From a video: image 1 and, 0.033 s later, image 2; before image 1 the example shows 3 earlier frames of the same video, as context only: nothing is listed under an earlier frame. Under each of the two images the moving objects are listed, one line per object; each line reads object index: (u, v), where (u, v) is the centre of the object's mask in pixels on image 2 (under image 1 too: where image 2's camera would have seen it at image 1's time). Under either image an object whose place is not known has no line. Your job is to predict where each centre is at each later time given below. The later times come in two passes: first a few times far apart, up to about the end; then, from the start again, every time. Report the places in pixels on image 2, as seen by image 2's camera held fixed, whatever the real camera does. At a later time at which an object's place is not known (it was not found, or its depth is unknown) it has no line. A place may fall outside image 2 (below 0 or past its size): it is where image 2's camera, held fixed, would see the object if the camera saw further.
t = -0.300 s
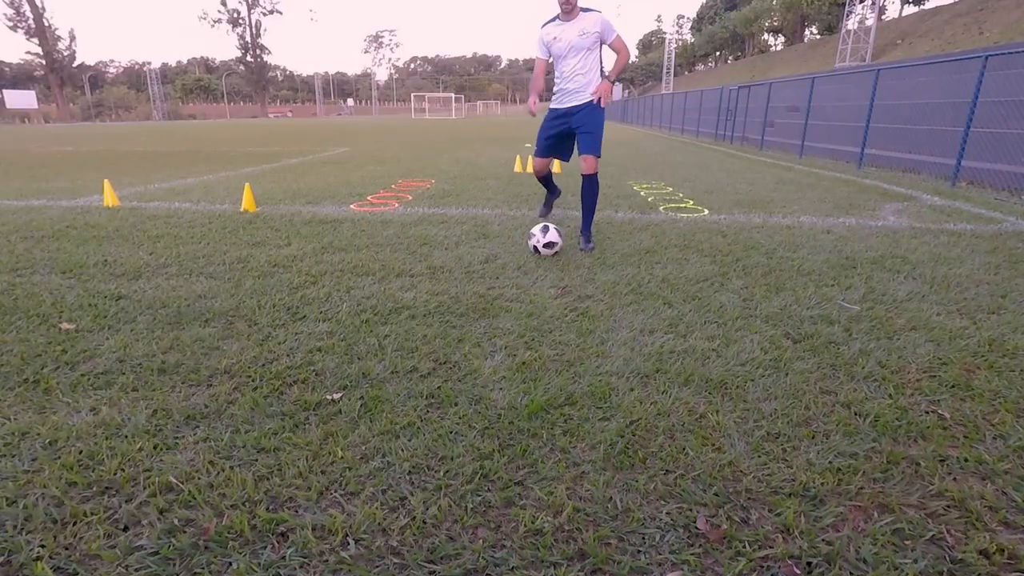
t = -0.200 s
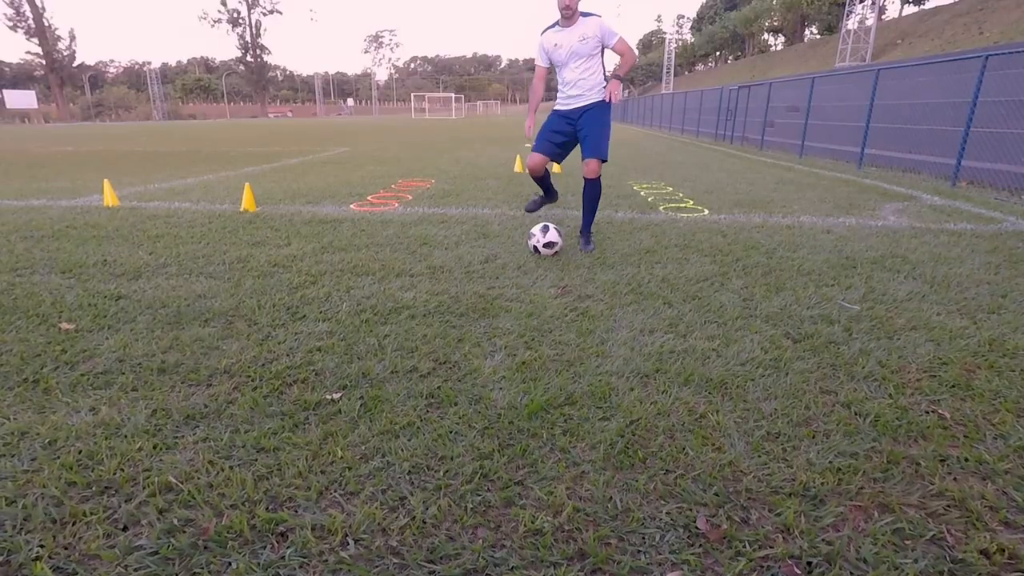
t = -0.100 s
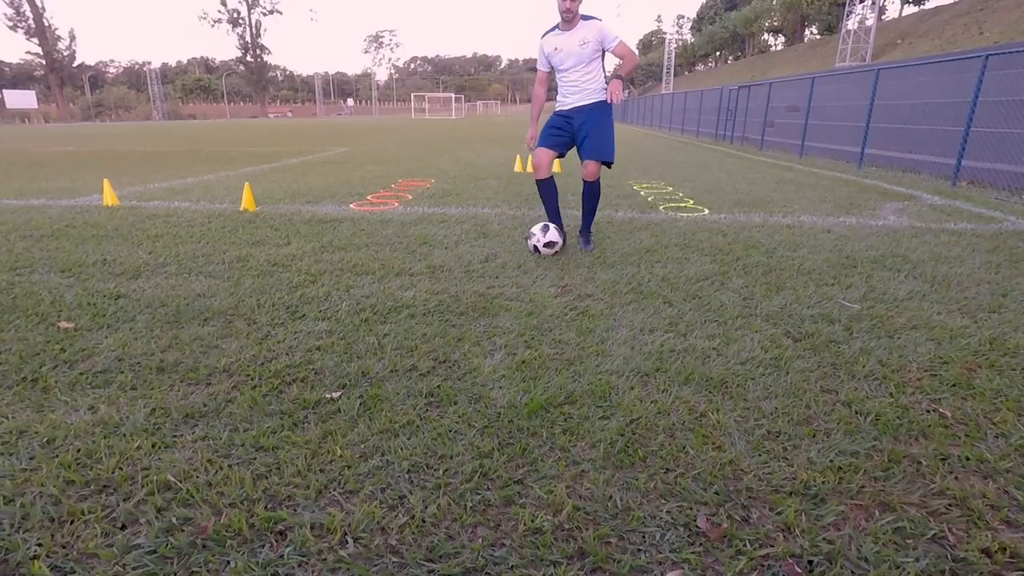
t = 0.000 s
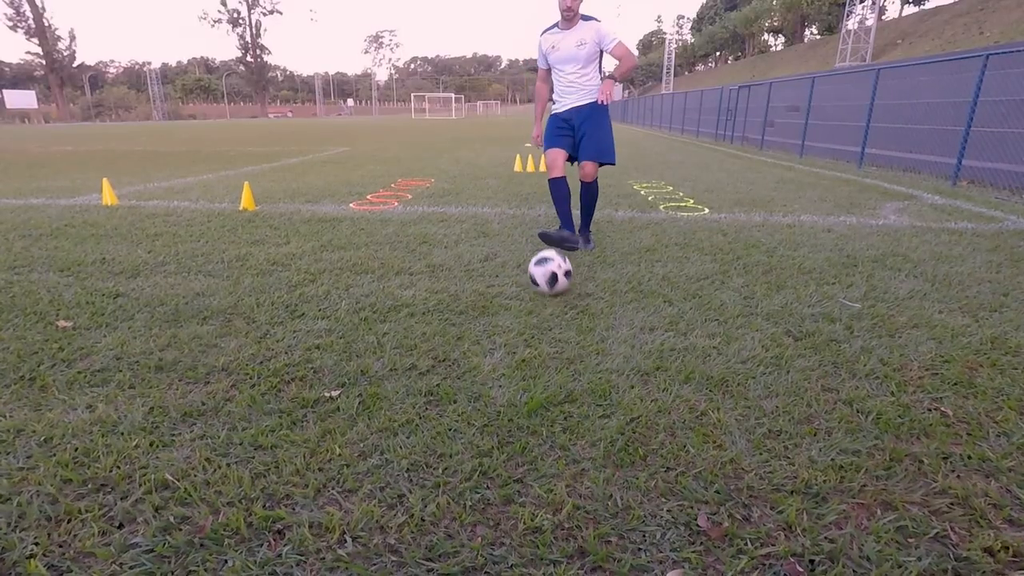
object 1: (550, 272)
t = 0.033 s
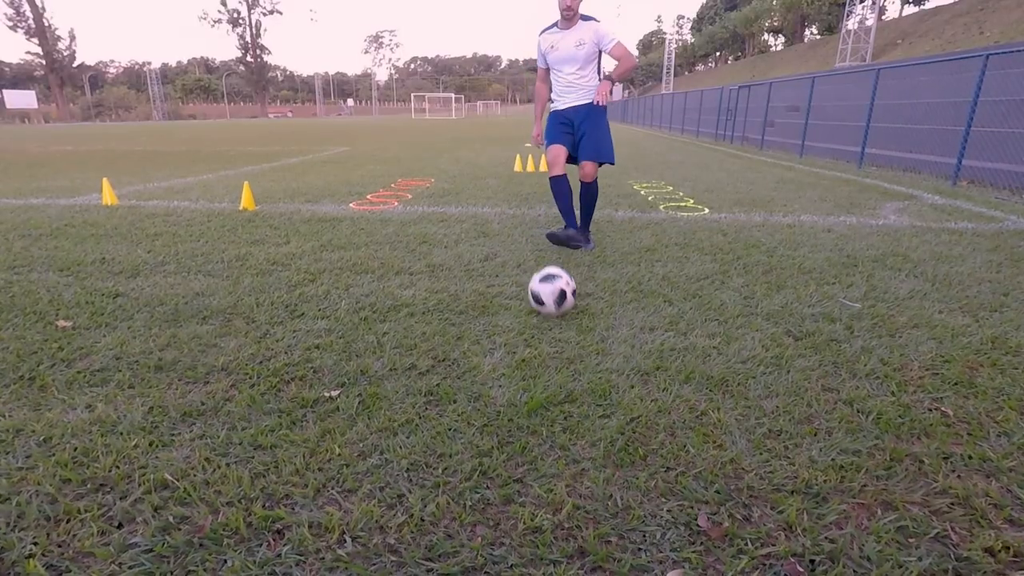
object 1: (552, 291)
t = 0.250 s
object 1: (590, 510)
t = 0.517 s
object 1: (545, 353)
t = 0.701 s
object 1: (525, 311)
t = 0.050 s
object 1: (553, 301)
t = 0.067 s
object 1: (555, 309)
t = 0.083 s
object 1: (557, 316)
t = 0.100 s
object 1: (558, 323)
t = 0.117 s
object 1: (560, 333)
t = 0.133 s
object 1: (563, 344)
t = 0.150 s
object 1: (566, 357)
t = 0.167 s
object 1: (568, 372)
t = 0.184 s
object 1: (571, 391)
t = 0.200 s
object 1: (575, 414)
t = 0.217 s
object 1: (580, 440)
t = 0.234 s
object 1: (585, 473)
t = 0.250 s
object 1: (590, 510)
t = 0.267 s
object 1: (595, 532)
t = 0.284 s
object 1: (601, 544)
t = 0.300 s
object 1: (607, 556)
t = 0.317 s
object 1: (606, 555)
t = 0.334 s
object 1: (601, 538)
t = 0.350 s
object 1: (594, 522)
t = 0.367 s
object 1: (587, 497)
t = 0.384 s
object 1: (581, 469)
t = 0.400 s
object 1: (575, 447)
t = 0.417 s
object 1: (570, 427)
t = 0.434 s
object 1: (565, 409)
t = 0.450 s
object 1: (560, 392)
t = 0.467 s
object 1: (556, 380)
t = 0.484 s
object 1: (552, 369)
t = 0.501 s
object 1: (548, 361)
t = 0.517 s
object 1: (545, 353)
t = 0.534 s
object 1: (542, 347)
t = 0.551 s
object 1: (539, 343)
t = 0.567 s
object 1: (536, 339)
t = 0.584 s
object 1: (533, 337)
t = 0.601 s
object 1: (531, 335)
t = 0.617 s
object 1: (529, 335)
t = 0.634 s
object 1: (527, 334)
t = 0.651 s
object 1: (526, 329)
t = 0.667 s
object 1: (526, 323)
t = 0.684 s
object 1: (526, 316)
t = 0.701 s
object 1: (525, 311)
